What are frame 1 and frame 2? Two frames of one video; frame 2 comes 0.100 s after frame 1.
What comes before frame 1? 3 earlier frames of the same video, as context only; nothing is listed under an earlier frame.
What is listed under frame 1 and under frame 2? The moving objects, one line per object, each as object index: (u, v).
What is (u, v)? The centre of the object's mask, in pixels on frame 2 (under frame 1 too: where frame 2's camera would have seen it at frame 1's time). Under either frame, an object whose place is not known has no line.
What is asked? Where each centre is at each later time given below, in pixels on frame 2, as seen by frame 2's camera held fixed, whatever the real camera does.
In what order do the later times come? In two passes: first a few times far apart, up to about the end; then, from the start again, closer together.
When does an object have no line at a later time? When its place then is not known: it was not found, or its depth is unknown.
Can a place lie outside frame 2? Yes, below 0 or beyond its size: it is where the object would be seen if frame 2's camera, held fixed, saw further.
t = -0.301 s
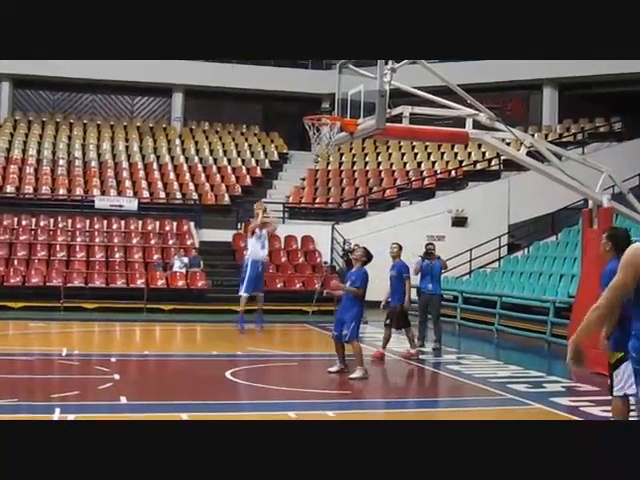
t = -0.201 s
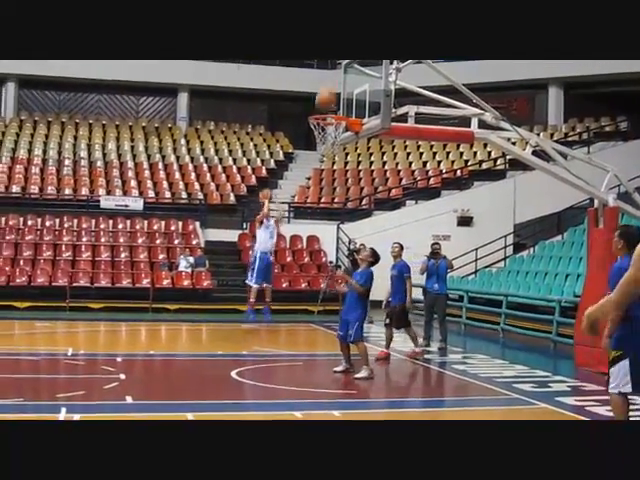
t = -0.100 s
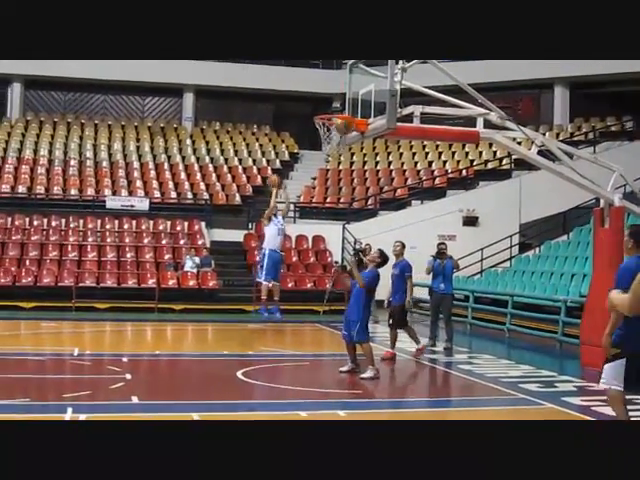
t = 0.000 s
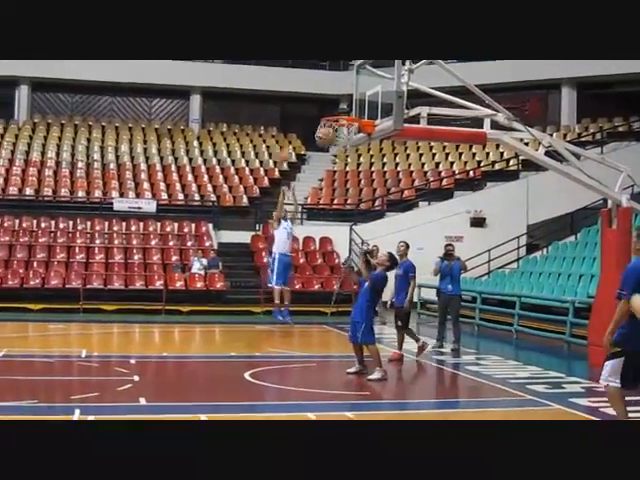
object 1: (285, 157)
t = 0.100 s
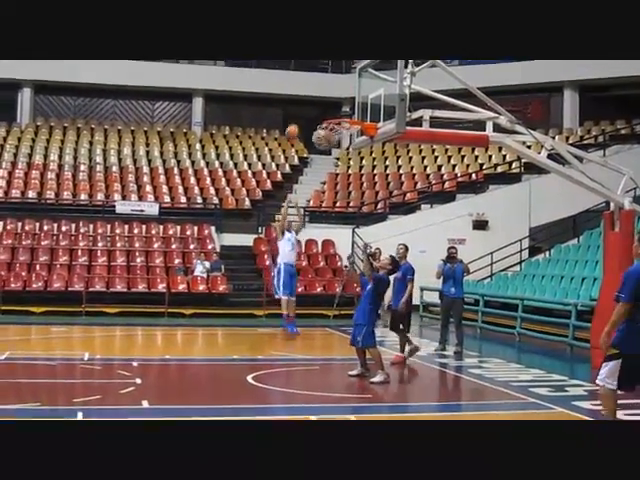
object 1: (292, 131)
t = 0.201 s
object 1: (298, 111)
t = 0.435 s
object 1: (311, 82)
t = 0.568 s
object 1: (319, 78)
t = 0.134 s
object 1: (293, 125)
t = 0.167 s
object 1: (295, 117)
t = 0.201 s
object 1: (298, 111)
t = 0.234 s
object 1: (299, 105)
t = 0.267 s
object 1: (300, 100)
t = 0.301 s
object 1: (303, 95)
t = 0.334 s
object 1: (305, 92)
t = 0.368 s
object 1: (307, 88)
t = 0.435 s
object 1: (311, 82)
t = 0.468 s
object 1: (313, 80)
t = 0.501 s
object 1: (315, 78)
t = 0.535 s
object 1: (317, 78)
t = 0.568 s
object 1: (319, 78)
